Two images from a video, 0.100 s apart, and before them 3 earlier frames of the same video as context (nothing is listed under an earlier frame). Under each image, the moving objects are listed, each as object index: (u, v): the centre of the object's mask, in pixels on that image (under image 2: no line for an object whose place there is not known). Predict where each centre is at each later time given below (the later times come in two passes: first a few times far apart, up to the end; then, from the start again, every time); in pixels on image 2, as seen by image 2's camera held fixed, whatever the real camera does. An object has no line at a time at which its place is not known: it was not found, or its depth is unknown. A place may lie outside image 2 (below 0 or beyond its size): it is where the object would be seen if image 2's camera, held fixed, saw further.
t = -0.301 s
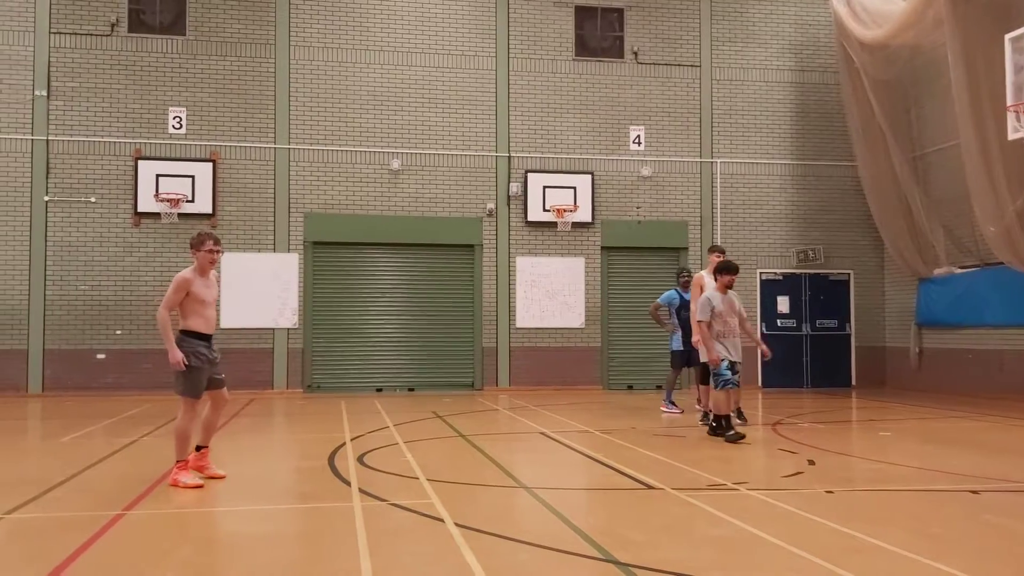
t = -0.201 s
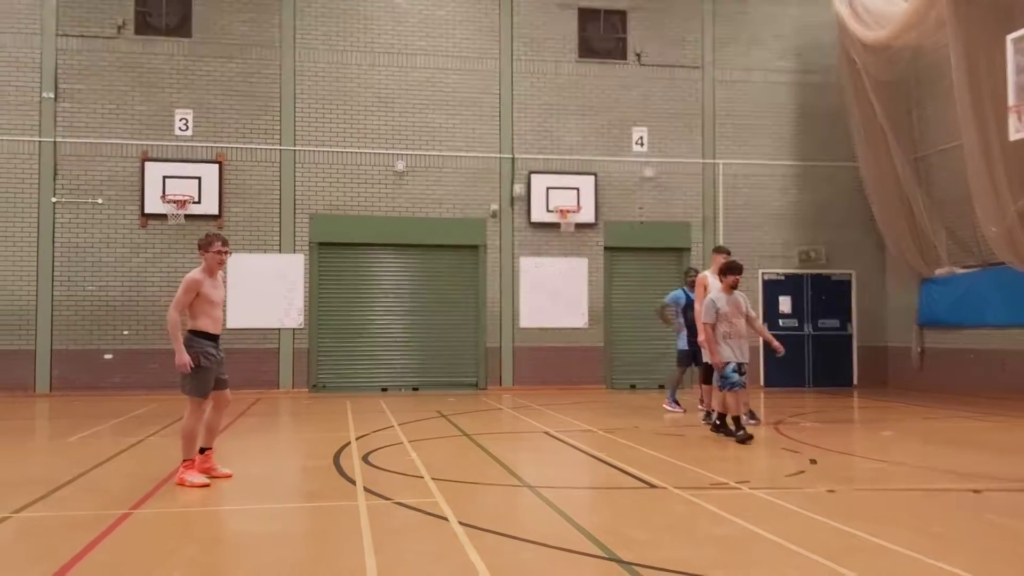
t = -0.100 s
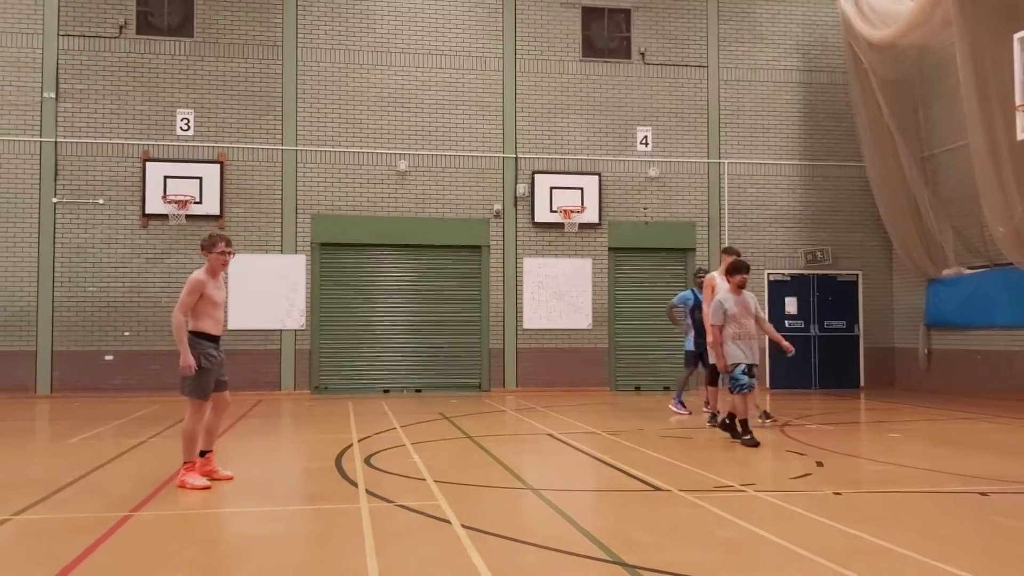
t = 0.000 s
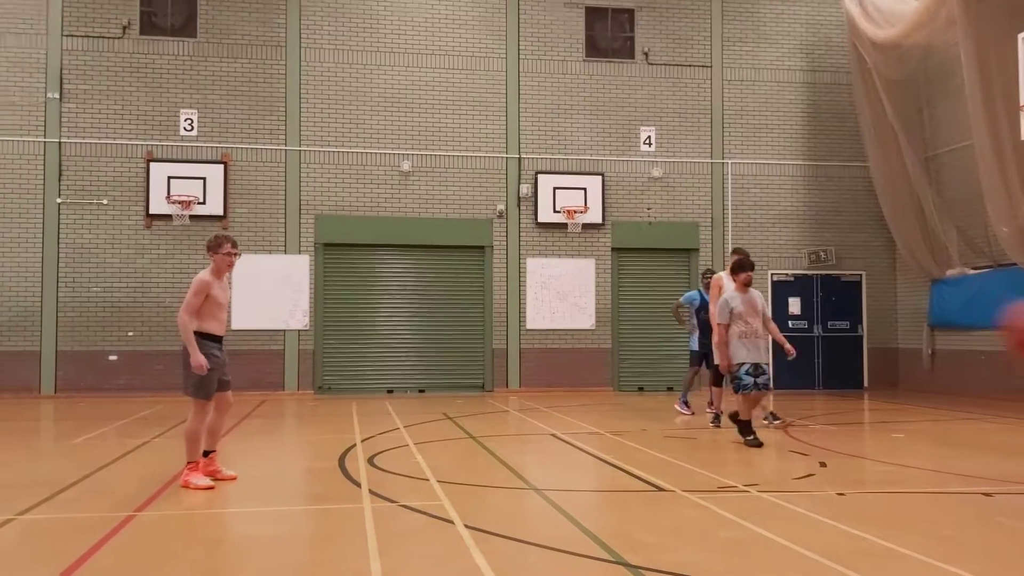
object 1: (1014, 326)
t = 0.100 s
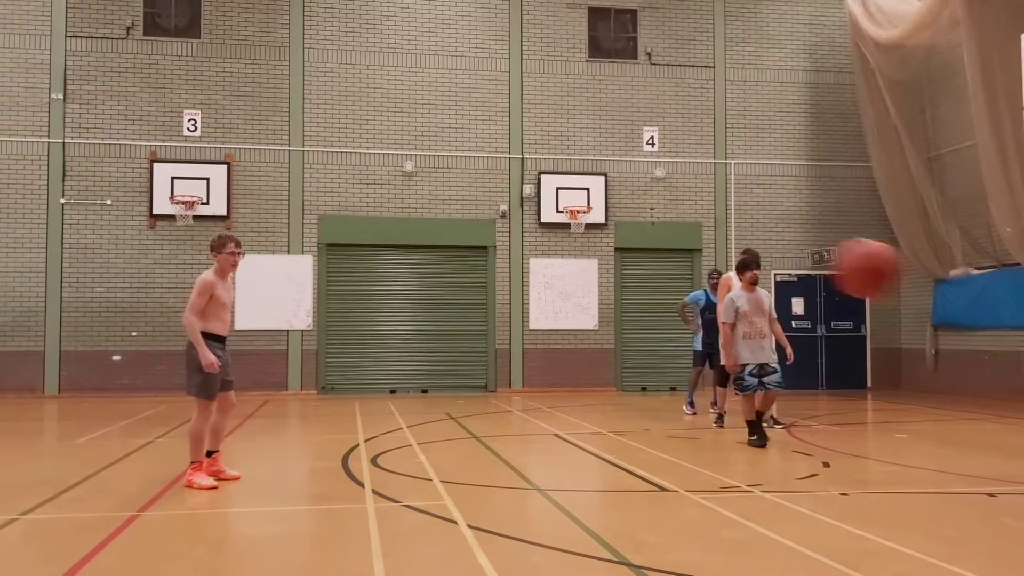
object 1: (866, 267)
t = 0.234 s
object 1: (677, 232)
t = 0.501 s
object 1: (410, 271)
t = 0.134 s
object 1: (816, 255)
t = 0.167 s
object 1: (765, 244)
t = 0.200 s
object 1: (718, 236)
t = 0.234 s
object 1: (677, 232)
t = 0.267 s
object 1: (637, 230)
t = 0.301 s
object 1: (600, 231)
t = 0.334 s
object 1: (563, 234)
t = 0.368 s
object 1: (529, 237)
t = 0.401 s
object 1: (496, 243)
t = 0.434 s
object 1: (466, 250)
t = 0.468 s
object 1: (437, 259)
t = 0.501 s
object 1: (410, 271)
